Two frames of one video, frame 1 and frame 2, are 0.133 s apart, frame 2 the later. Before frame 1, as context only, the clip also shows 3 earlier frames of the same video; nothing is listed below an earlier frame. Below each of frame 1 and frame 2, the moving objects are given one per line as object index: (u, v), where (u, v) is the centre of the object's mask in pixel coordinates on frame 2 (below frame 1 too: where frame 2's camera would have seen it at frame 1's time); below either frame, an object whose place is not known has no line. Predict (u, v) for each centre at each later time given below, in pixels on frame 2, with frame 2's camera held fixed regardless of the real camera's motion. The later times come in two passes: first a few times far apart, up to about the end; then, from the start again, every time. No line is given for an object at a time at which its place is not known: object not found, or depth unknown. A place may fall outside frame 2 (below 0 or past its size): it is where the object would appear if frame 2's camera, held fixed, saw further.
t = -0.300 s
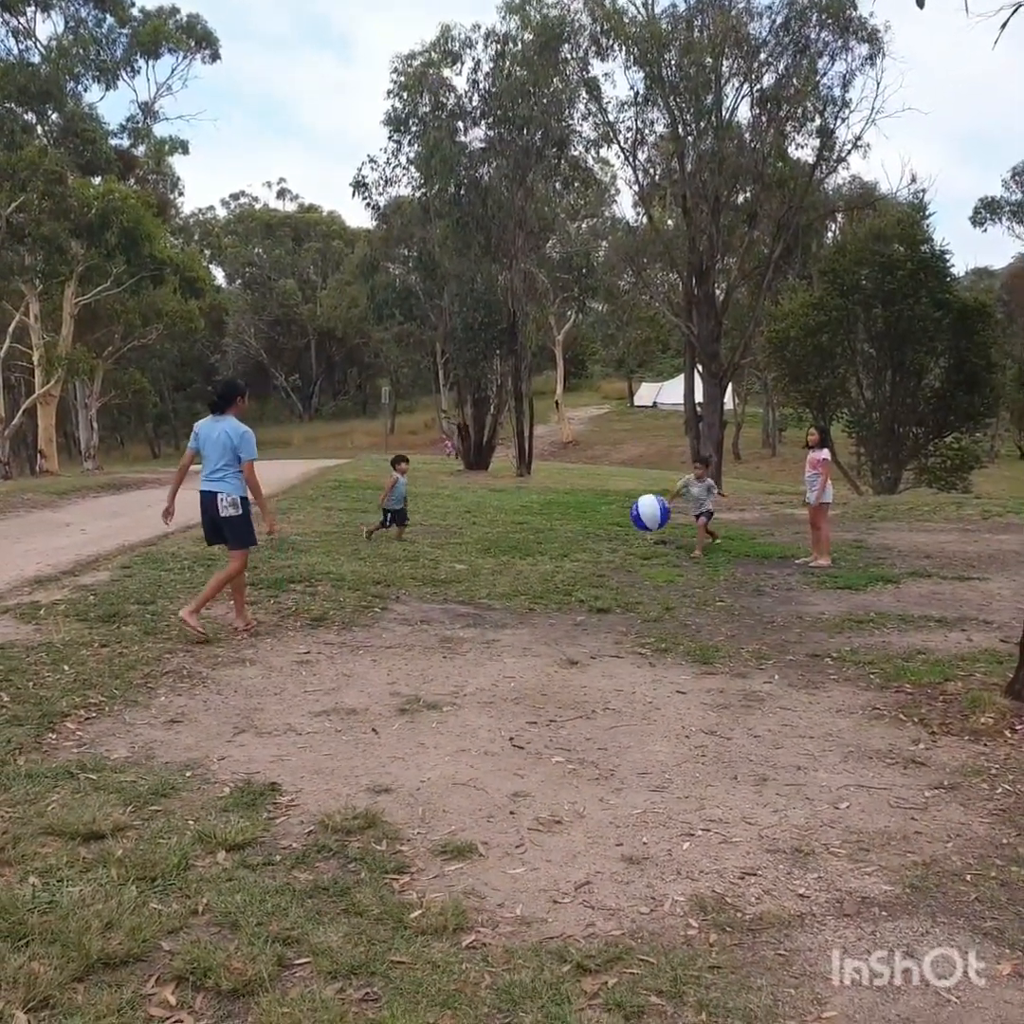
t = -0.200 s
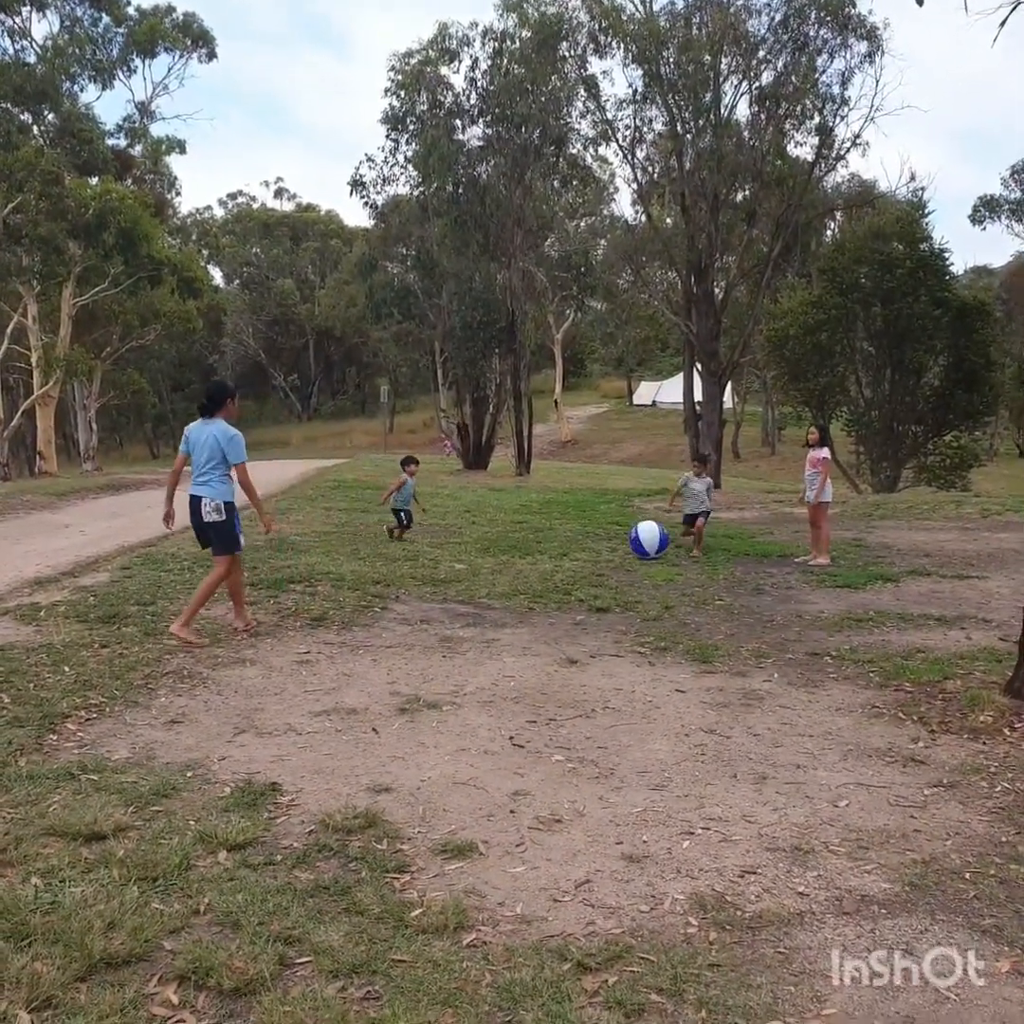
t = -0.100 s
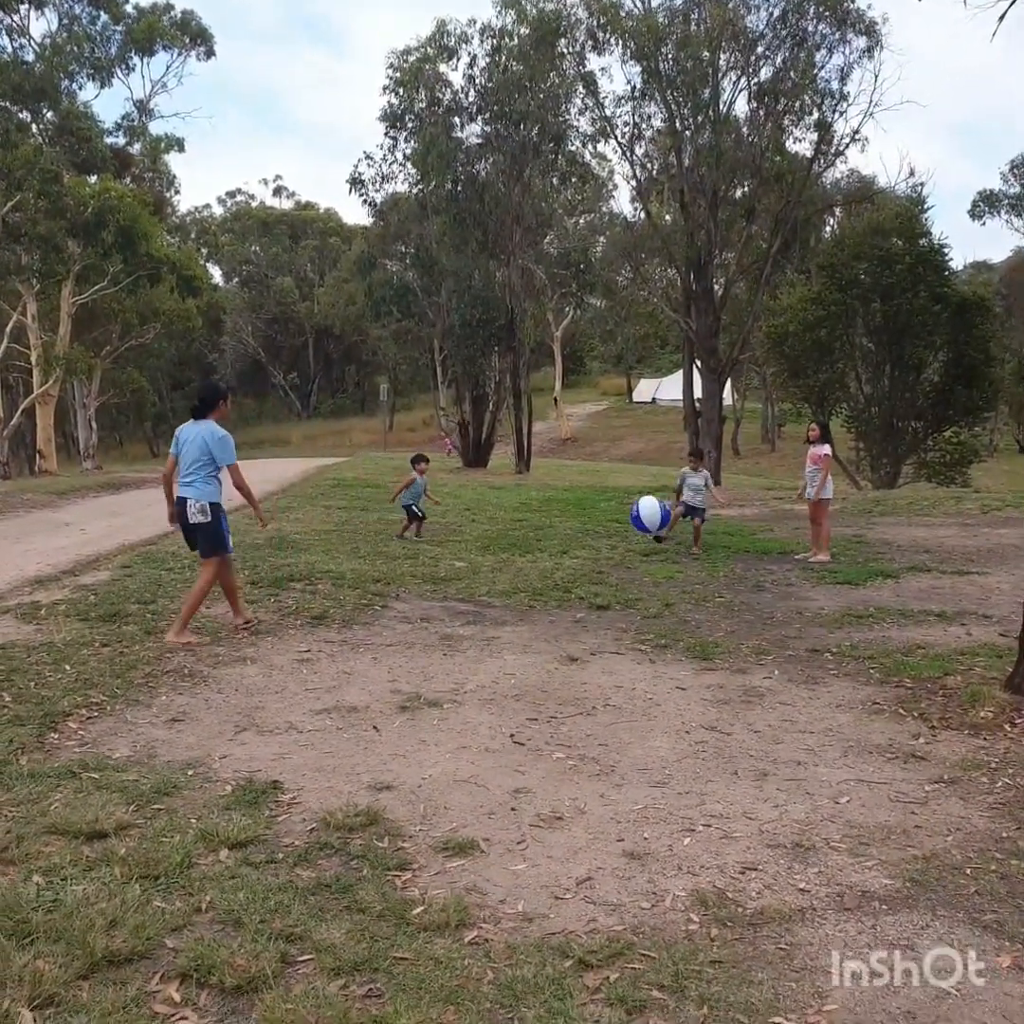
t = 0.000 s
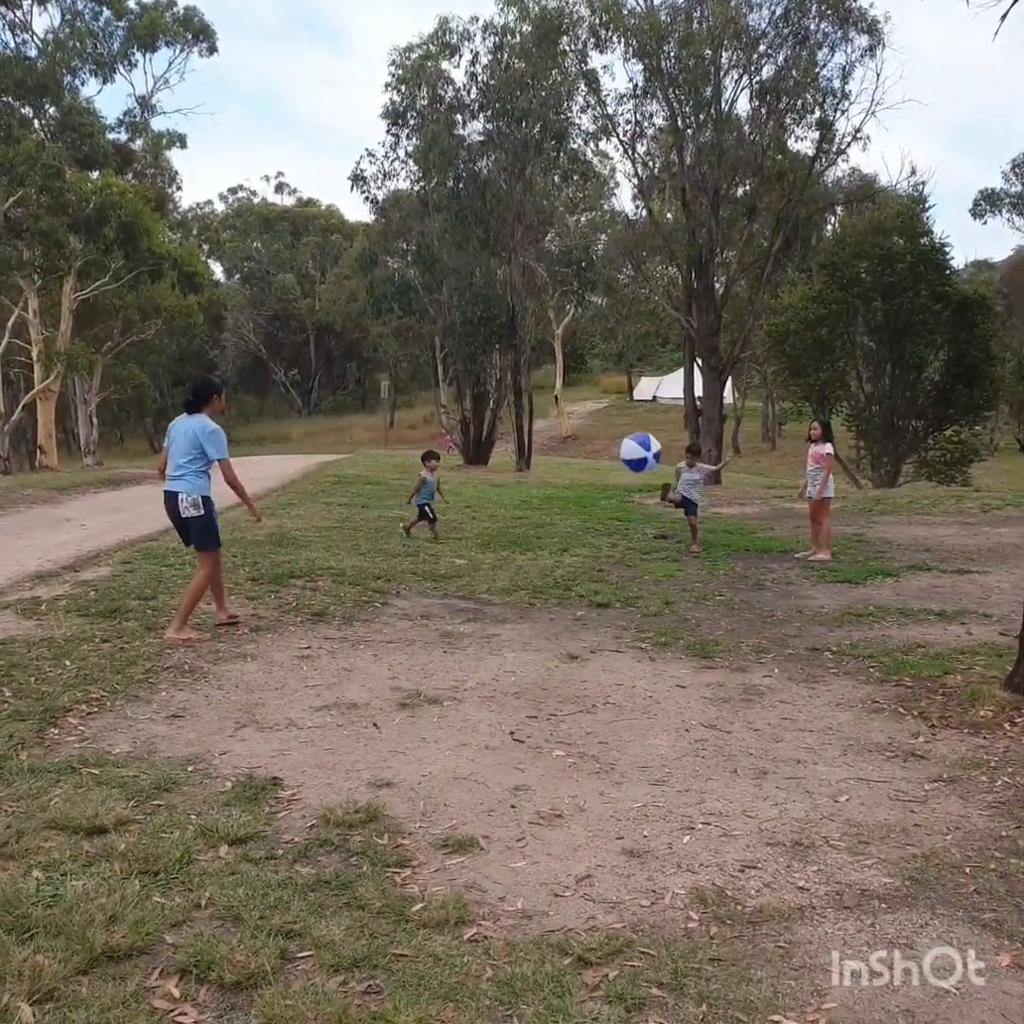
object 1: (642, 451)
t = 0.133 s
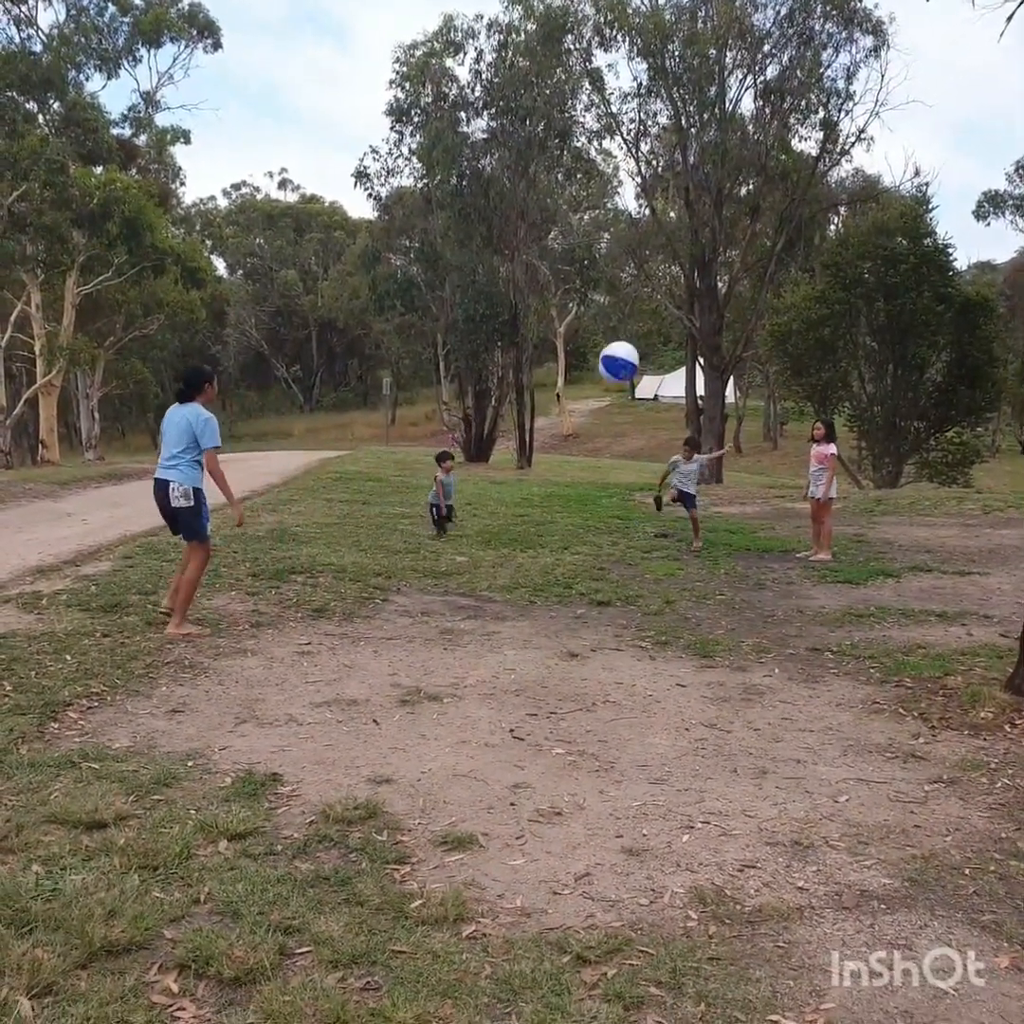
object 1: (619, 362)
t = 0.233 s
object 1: (597, 311)
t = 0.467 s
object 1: (548, 235)
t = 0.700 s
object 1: (502, 217)
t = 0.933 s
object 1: (462, 242)
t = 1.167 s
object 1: (431, 307)
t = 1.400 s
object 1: (412, 402)
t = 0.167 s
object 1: (612, 344)
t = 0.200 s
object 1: (605, 327)
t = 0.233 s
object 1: (597, 311)
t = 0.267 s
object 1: (591, 297)
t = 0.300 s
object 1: (584, 283)
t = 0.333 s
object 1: (577, 271)
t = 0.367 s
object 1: (569, 261)
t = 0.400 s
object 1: (562, 251)
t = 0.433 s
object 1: (555, 242)
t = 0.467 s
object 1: (548, 235)
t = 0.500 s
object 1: (541, 230)
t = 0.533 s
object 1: (534, 226)
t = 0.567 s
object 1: (528, 222)
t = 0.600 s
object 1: (521, 219)
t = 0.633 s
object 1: (514, 217)
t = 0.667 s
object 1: (509, 216)
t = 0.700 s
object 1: (502, 217)
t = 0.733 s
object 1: (496, 217)
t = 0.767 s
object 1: (491, 219)
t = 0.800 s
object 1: (485, 222)
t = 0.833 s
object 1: (479, 226)
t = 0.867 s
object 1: (473, 230)
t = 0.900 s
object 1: (467, 236)
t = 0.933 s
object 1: (462, 242)
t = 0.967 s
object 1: (457, 249)
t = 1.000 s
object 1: (452, 257)
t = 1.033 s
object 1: (447, 265)
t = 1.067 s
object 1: (443, 274)
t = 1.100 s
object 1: (439, 285)
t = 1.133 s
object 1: (435, 295)
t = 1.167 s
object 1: (431, 307)
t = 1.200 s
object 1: (428, 319)
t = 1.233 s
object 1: (425, 331)
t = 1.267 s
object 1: (422, 344)
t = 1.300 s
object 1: (419, 358)
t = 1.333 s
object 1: (416, 372)
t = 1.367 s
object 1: (415, 387)
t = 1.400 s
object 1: (412, 402)
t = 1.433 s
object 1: (411, 418)
